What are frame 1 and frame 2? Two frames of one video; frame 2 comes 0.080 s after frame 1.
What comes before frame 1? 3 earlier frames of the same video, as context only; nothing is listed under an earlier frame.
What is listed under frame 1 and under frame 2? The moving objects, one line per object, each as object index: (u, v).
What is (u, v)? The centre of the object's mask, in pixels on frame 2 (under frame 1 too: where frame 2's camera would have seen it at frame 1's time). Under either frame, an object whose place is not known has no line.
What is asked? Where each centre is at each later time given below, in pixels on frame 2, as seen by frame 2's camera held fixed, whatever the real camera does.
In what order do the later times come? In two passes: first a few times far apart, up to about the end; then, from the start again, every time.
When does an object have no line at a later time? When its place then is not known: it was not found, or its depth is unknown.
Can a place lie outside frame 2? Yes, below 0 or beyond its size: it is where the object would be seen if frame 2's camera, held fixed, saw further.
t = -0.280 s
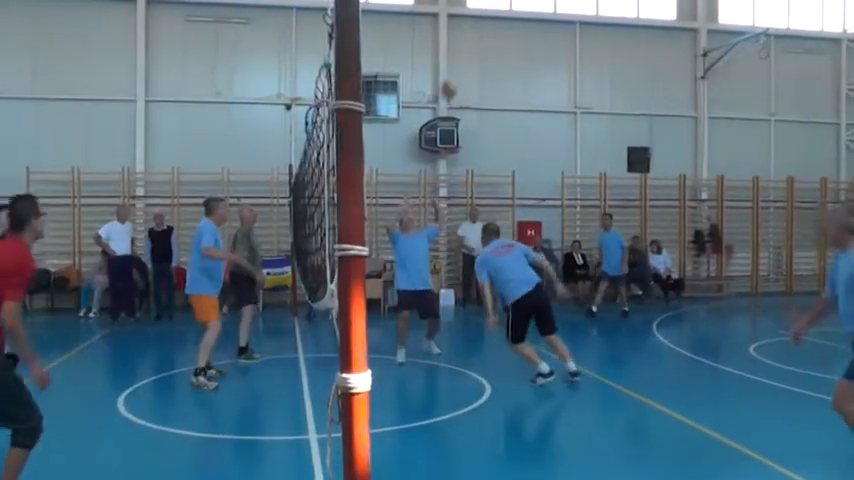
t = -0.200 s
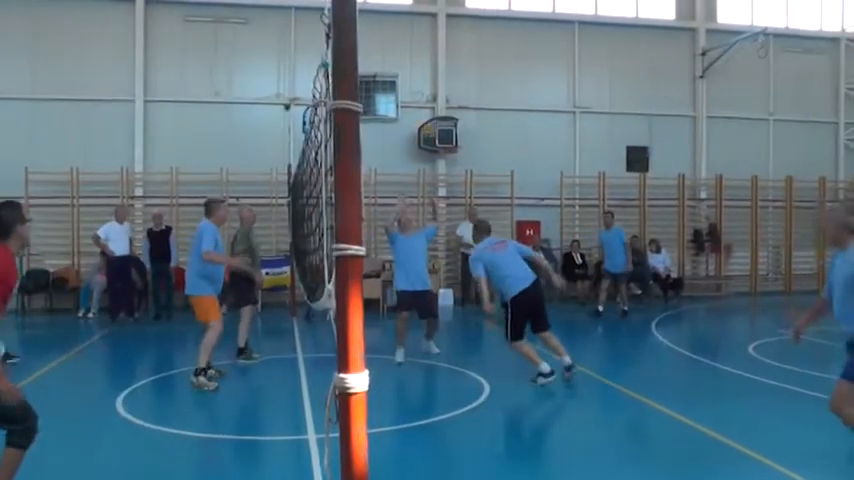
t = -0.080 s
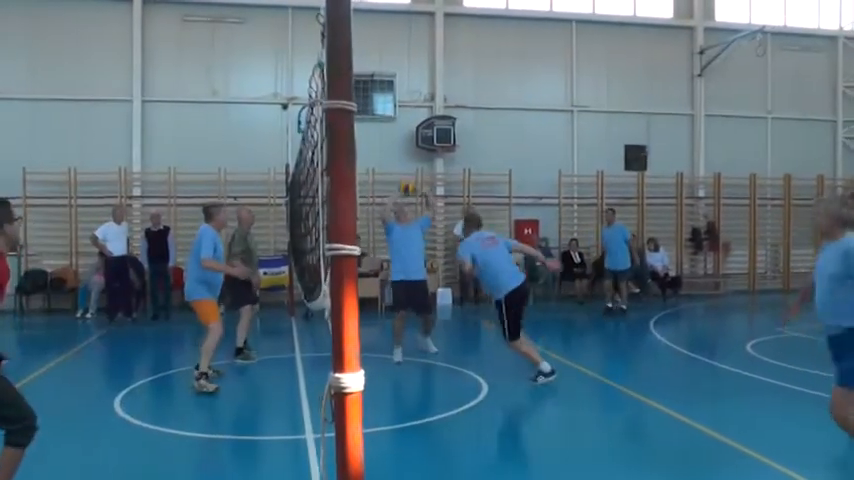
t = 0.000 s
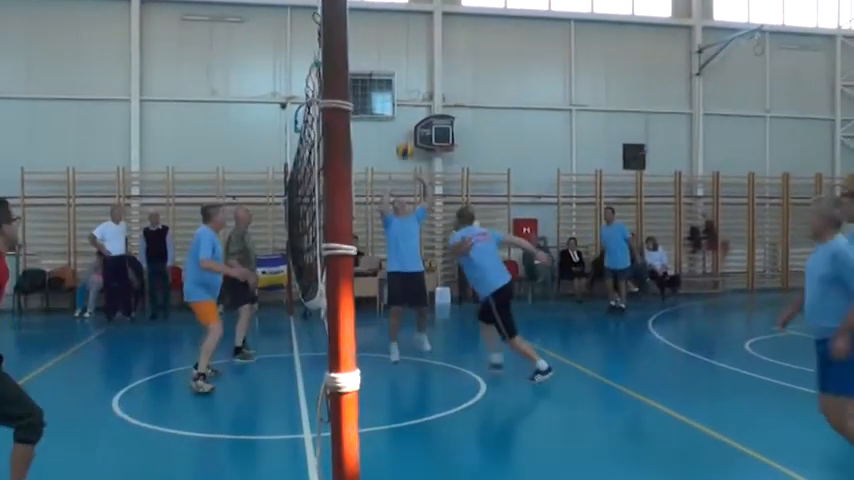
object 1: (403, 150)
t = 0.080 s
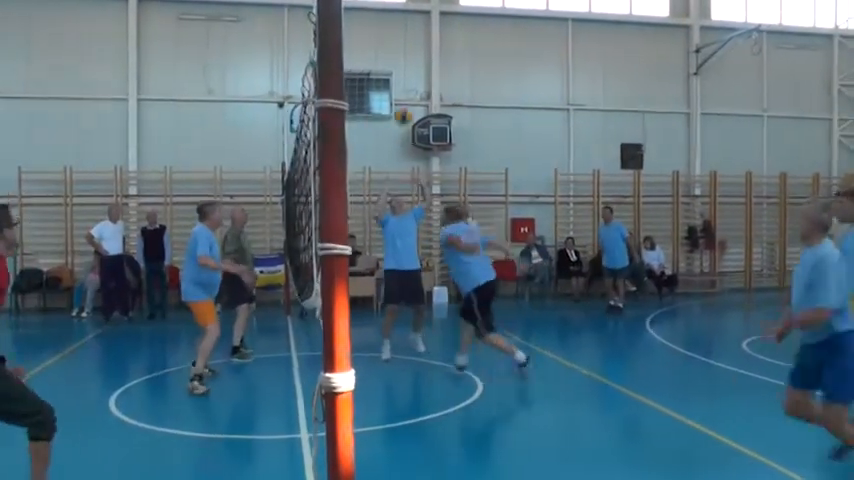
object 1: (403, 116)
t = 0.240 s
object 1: (403, 62)
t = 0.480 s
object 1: (403, 19)
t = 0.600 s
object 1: (402, 19)
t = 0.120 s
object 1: (403, 101)
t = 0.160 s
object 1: (403, 86)
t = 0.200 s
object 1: (403, 74)
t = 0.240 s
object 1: (403, 62)
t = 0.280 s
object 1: (403, 51)
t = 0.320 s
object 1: (403, 41)
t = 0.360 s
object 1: (403, 34)
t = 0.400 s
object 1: (403, 28)
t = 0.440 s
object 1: (403, 23)
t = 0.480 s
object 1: (403, 19)
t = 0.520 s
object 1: (402, 18)
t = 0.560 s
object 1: (402, 18)
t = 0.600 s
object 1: (402, 19)
